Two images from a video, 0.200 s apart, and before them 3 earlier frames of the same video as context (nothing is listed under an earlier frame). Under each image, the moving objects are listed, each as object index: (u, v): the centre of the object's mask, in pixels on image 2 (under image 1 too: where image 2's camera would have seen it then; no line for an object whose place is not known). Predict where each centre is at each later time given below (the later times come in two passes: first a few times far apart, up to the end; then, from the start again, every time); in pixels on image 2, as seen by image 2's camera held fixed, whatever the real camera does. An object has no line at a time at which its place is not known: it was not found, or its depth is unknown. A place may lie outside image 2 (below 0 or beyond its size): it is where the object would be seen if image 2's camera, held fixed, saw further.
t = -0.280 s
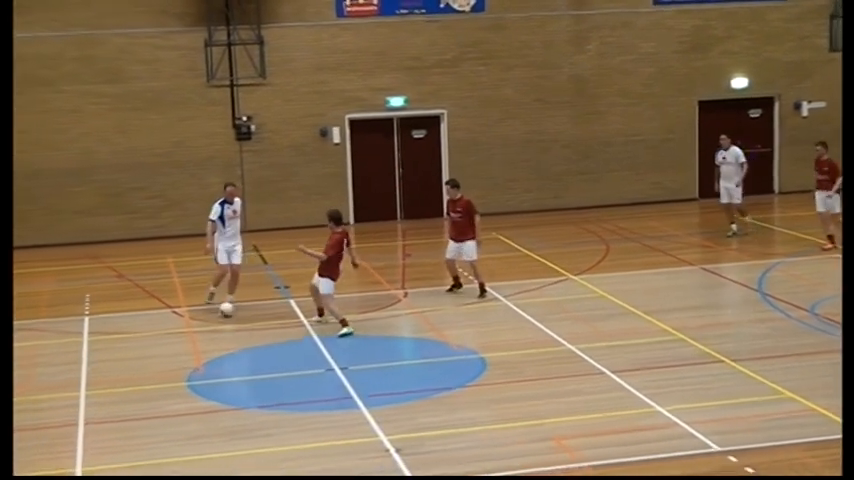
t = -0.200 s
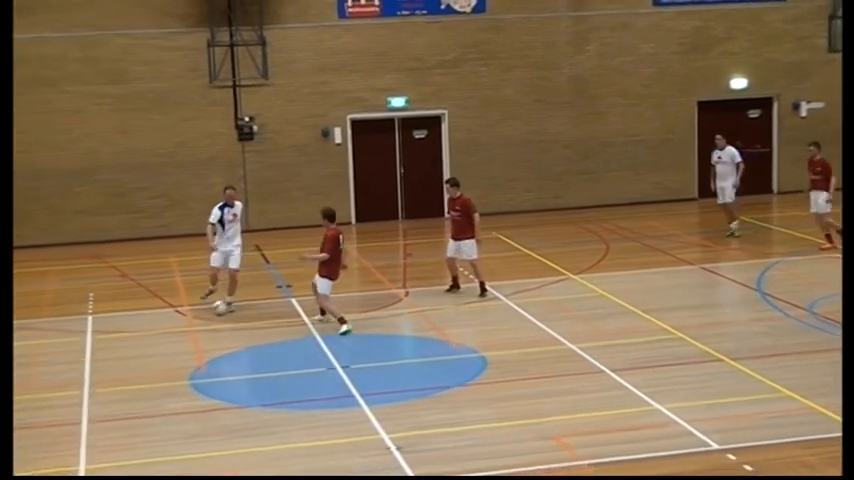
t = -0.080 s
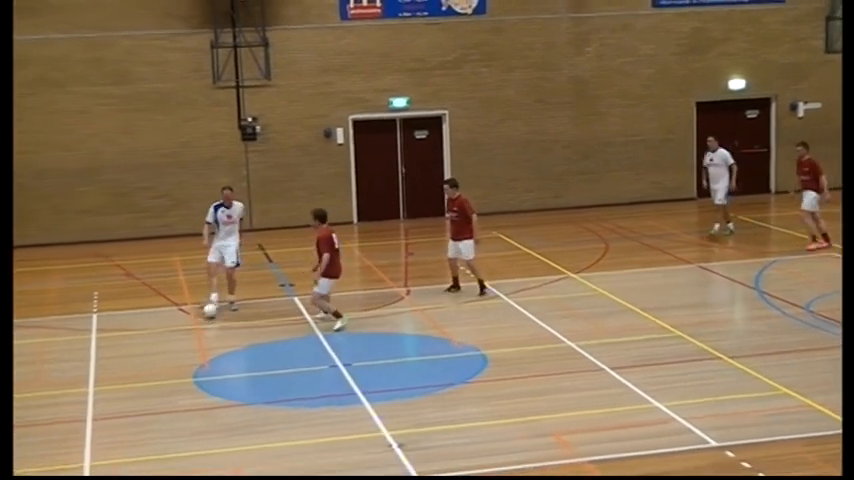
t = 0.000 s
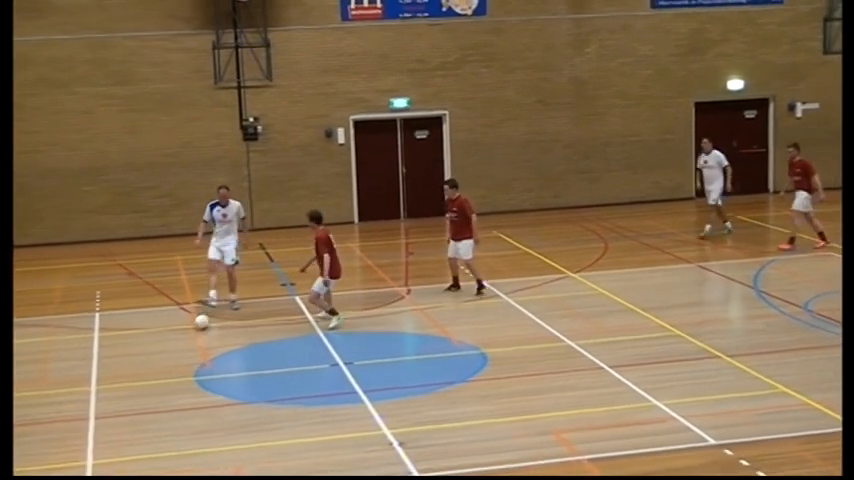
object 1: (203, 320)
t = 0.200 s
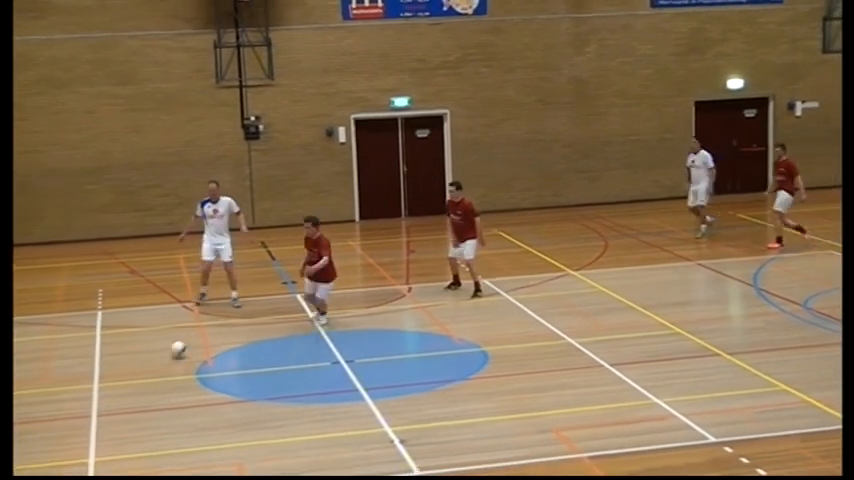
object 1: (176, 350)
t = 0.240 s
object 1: (172, 356)
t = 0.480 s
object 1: (141, 392)
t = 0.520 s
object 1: (135, 399)
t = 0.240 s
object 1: (172, 356)
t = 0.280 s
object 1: (167, 362)
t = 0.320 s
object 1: (162, 368)
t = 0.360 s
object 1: (156, 374)
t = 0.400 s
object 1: (151, 380)
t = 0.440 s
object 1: (145, 386)
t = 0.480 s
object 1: (141, 392)
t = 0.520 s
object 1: (135, 399)
